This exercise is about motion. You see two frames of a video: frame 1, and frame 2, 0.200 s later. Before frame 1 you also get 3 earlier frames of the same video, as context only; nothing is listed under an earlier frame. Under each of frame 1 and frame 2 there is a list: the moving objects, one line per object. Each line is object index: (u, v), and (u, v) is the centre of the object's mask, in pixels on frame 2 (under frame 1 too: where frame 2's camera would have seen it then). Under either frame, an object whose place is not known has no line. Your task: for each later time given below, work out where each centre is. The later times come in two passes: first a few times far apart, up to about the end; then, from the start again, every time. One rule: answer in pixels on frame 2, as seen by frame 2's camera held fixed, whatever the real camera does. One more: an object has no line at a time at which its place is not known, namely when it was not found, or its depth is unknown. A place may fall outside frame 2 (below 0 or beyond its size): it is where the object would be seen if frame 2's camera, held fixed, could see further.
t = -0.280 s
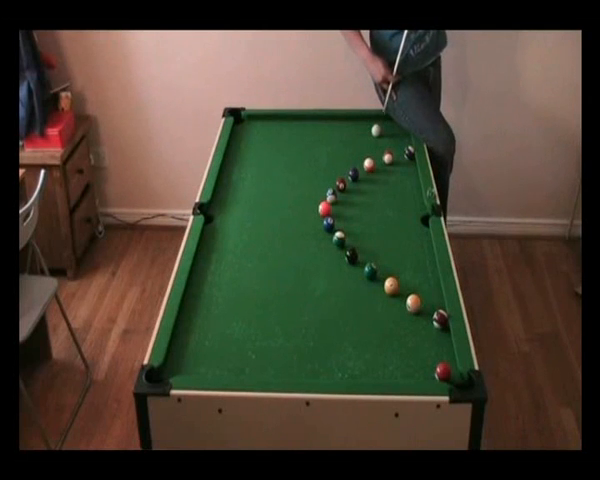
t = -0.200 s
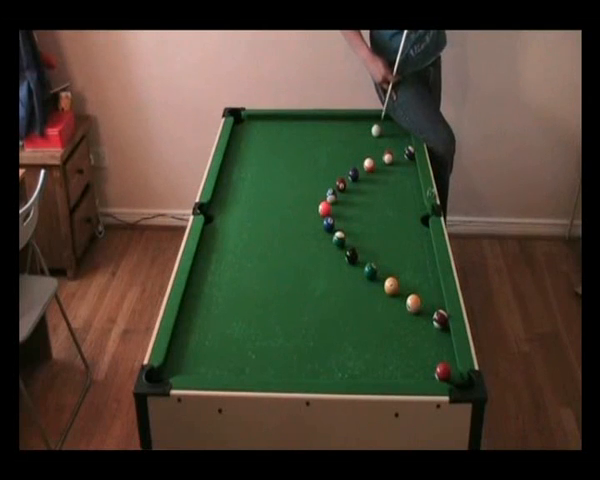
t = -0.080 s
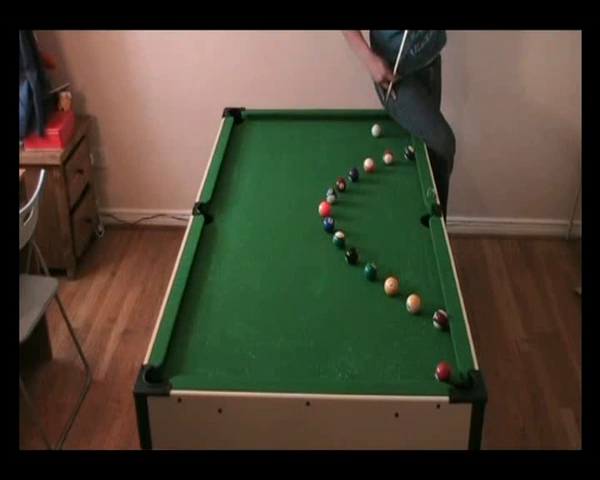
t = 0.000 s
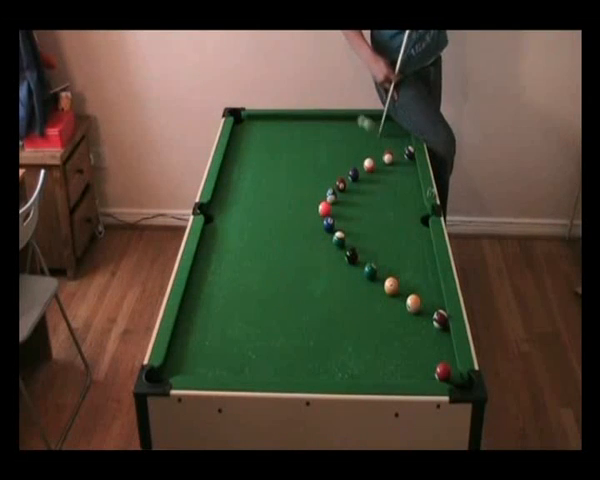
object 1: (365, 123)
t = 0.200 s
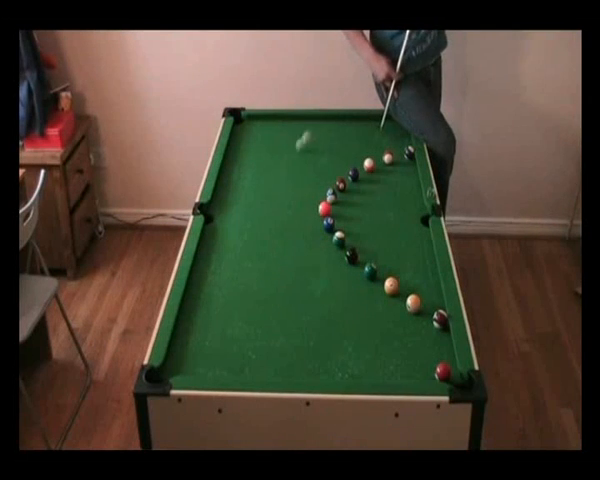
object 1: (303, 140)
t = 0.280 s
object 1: (286, 148)
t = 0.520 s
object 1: (252, 165)
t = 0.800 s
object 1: (257, 183)
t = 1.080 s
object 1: (273, 201)
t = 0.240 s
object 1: (294, 145)
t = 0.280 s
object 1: (286, 148)
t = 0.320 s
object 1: (277, 152)
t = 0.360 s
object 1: (270, 154)
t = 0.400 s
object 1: (264, 157)
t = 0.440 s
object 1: (259, 160)
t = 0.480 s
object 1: (255, 162)
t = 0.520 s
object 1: (252, 165)
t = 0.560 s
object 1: (250, 167)
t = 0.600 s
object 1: (249, 170)
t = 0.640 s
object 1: (249, 173)
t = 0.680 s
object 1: (250, 175)
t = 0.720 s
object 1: (252, 178)
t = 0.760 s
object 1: (255, 180)
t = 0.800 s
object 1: (257, 183)
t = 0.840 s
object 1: (259, 186)
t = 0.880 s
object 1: (262, 188)
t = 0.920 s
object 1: (264, 191)
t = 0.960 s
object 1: (266, 193)
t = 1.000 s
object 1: (268, 196)
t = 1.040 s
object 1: (270, 199)
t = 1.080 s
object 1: (273, 201)
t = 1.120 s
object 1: (275, 204)
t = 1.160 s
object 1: (277, 206)
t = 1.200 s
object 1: (279, 209)
